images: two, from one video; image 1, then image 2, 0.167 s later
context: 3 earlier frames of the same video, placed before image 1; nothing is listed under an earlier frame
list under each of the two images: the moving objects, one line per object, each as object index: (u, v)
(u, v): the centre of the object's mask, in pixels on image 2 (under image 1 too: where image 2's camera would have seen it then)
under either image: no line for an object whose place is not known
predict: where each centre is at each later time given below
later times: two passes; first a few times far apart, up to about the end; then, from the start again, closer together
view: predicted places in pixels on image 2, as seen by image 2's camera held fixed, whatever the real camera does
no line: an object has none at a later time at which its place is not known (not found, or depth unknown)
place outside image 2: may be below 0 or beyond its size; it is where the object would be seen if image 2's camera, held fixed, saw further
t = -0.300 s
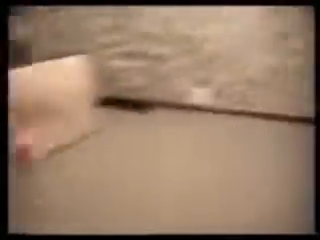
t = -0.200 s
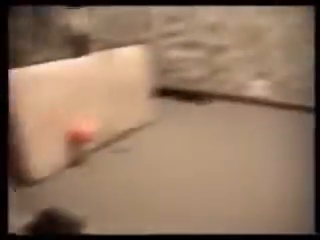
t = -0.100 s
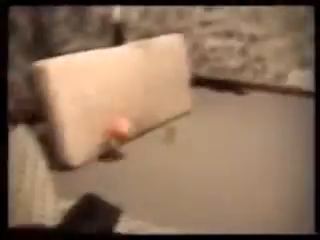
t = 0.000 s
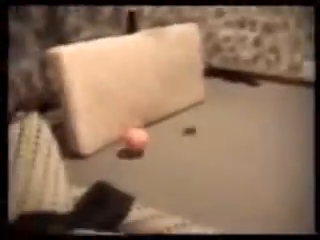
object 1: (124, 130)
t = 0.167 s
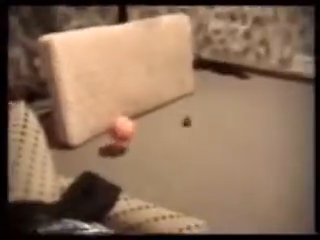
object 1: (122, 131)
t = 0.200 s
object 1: (121, 132)
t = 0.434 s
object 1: (118, 144)
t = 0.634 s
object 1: (116, 153)
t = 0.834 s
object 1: (114, 165)
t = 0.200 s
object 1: (121, 132)
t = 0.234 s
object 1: (121, 133)
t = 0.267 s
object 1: (120, 136)
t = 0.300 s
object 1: (119, 140)
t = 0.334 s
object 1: (119, 145)
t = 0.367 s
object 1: (119, 145)
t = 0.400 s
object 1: (118, 146)
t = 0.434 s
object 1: (118, 144)
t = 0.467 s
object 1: (118, 144)
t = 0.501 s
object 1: (117, 147)
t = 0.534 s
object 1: (117, 149)
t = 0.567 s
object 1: (117, 153)
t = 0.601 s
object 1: (116, 154)
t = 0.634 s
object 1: (116, 153)
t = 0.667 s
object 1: (115, 158)
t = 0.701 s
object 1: (114, 160)
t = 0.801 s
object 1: (114, 164)
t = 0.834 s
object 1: (114, 165)
